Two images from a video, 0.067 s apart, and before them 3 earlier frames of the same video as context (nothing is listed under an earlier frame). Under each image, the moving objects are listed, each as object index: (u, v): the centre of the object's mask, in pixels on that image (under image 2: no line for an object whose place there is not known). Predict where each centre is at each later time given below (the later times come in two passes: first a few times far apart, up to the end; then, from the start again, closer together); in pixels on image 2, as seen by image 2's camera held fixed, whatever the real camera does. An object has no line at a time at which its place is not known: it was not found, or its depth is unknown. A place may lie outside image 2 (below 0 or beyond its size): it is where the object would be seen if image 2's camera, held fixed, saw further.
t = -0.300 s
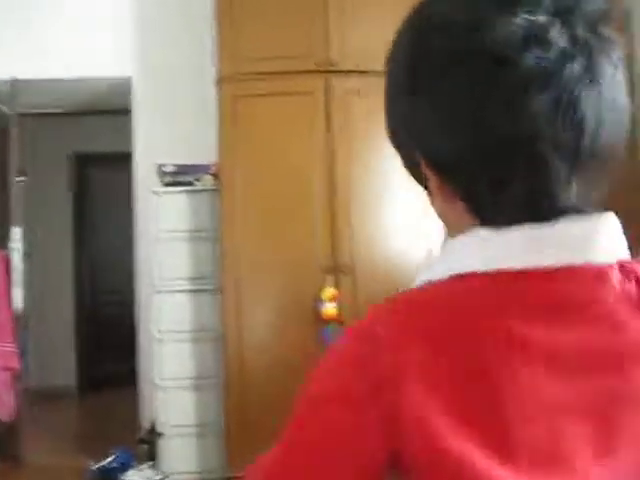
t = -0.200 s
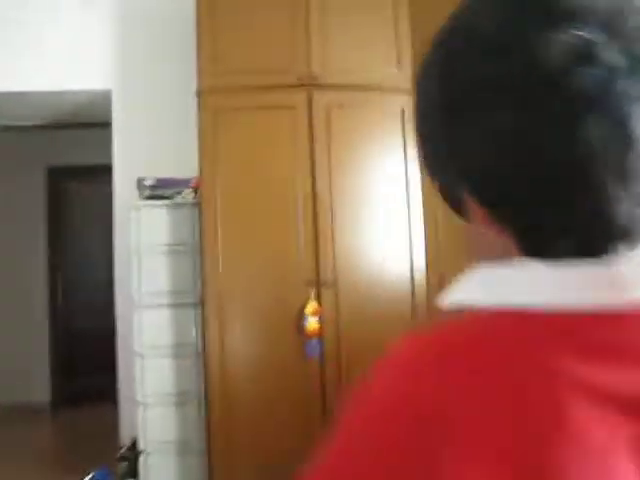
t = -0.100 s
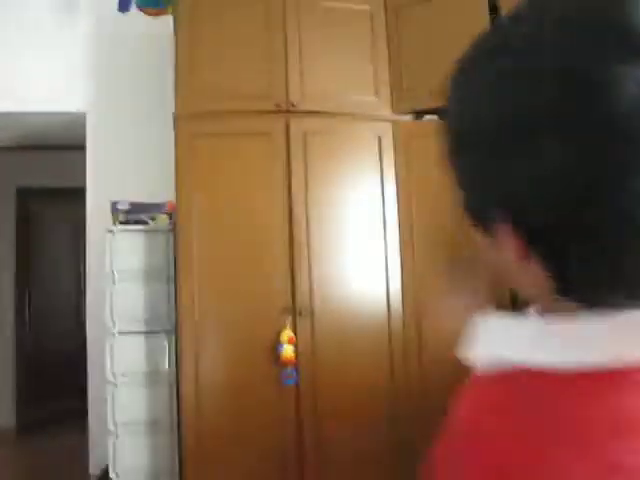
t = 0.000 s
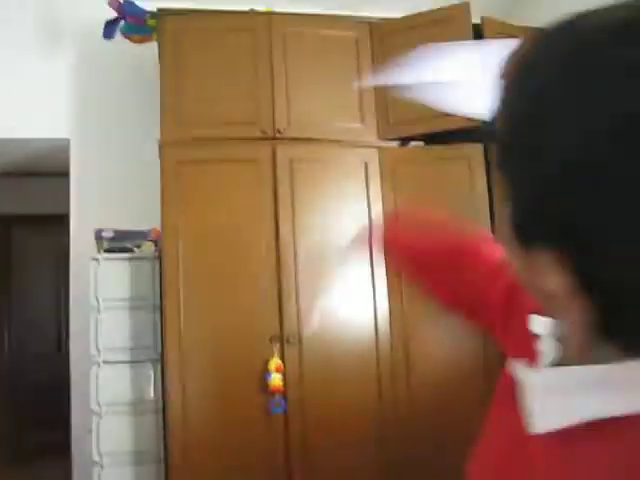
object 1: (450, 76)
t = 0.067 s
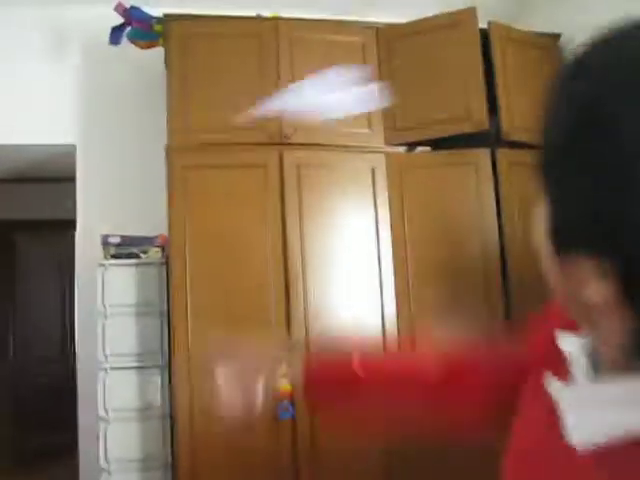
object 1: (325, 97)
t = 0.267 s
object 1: (80, 213)
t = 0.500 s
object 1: (-46, 368)
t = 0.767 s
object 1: (-5, 518)
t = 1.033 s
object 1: (-16, 546)
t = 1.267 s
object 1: (-16, 546)
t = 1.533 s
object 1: (-17, 546)
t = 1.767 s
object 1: (-17, 546)
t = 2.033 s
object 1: (-17, 546)
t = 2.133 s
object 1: (-17, 546)
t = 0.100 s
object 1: (267, 114)
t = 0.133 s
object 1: (220, 131)
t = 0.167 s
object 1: (187, 147)
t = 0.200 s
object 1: (144, 171)
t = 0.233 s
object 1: (106, 194)
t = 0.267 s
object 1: (80, 213)
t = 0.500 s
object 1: (-46, 368)
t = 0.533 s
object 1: (-49, 375)
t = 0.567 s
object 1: (-48, 419)
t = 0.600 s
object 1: (-46, 435)
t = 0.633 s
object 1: (-39, 449)
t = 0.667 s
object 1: (-29, 458)
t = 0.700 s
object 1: (-18, 479)
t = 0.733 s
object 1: (-12, 499)
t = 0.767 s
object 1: (-5, 518)
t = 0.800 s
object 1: (-10, 522)
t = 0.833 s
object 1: (-11, 524)
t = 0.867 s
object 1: (-12, 527)
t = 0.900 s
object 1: (-13, 532)
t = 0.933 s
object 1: (-14, 538)
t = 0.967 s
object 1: (-15, 543)
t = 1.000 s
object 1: (-16, 546)
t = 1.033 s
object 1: (-16, 546)
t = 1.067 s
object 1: (-16, 546)
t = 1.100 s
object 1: (-16, 546)
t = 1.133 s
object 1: (-16, 546)
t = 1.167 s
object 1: (-15, 546)
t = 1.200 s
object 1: (-16, 546)
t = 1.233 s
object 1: (-15, 545)
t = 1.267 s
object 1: (-16, 546)
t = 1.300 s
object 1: (-16, 546)
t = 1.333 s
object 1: (-16, 546)
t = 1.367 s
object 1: (-16, 545)
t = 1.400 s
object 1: (-17, 546)
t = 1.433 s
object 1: (-17, 546)
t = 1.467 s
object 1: (-17, 545)
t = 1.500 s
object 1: (-17, 546)
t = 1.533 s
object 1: (-17, 546)
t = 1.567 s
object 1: (-17, 546)
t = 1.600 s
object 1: (-18, 546)
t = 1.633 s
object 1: (-17, 546)
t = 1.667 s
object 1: (-17, 545)
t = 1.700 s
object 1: (-18, 545)
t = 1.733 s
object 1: (-17, 546)
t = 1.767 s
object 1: (-17, 546)
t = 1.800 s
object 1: (-16, 545)
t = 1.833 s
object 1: (-17, 545)
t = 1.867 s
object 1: (-16, 545)
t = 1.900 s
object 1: (-16, 545)
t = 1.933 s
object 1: (-17, 545)
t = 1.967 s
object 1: (-17, 545)
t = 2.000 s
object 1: (-17, 545)
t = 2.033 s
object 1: (-17, 546)
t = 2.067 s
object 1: (-17, 545)
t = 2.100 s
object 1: (-17, 545)
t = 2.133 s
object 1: (-17, 546)
